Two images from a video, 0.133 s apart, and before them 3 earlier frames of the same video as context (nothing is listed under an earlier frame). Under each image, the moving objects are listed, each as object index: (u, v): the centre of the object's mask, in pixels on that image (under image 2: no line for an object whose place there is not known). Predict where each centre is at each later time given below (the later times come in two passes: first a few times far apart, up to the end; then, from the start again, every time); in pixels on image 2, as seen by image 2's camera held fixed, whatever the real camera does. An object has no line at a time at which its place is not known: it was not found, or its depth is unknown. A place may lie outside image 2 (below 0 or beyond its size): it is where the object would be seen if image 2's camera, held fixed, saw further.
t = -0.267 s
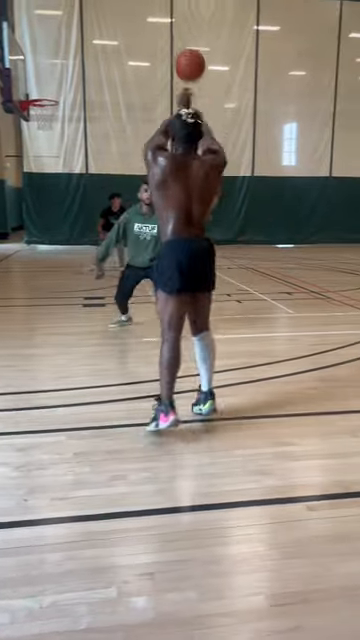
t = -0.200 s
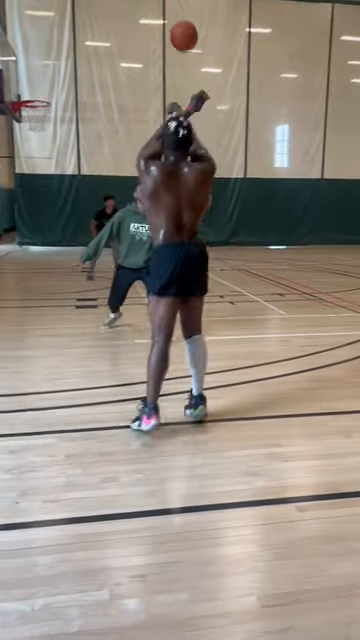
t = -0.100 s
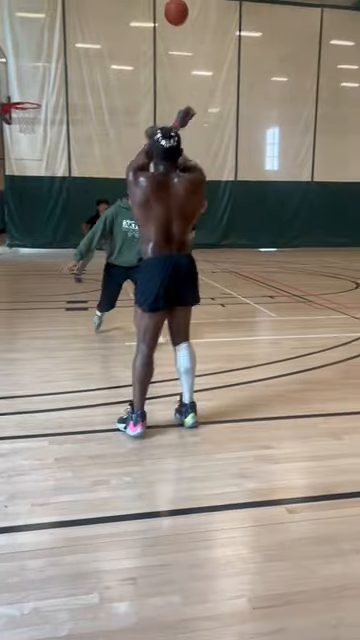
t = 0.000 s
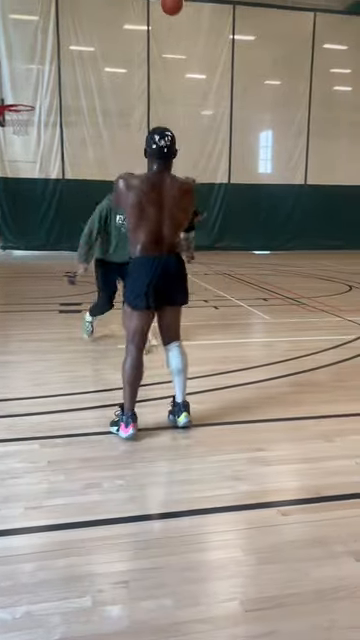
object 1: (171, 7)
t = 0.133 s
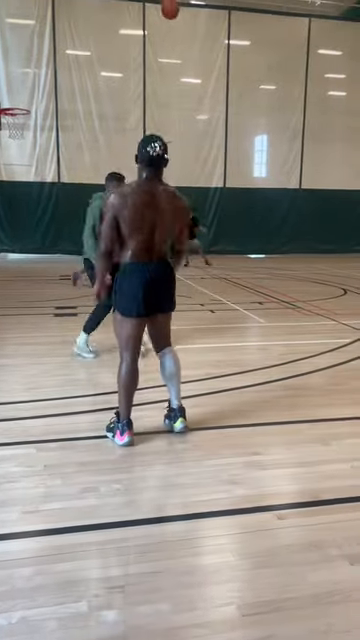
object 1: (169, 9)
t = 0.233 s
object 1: (171, 18)
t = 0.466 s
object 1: (174, 55)
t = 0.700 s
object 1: (175, 107)
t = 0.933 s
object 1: (176, 167)
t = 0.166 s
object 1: (170, 11)
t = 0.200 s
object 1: (171, 14)
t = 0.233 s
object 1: (171, 18)
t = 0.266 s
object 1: (172, 22)
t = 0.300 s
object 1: (172, 26)
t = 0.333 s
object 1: (172, 31)
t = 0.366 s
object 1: (173, 37)
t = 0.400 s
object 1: (173, 43)
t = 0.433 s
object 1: (174, 49)
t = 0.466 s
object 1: (174, 55)
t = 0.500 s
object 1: (174, 62)
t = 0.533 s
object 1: (174, 69)
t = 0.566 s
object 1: (174, 77)
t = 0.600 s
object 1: (175, 84)
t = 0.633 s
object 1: (175, 91)
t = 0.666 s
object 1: (175, 99)
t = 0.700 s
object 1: (175, 107)
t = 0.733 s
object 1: (175, 116)
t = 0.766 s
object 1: (175, 124)
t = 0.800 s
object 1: (175, 132)
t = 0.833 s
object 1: (175, 140)
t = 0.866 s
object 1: (176, 149)
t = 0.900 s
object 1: (177, 157)
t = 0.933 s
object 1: (176, 167)
